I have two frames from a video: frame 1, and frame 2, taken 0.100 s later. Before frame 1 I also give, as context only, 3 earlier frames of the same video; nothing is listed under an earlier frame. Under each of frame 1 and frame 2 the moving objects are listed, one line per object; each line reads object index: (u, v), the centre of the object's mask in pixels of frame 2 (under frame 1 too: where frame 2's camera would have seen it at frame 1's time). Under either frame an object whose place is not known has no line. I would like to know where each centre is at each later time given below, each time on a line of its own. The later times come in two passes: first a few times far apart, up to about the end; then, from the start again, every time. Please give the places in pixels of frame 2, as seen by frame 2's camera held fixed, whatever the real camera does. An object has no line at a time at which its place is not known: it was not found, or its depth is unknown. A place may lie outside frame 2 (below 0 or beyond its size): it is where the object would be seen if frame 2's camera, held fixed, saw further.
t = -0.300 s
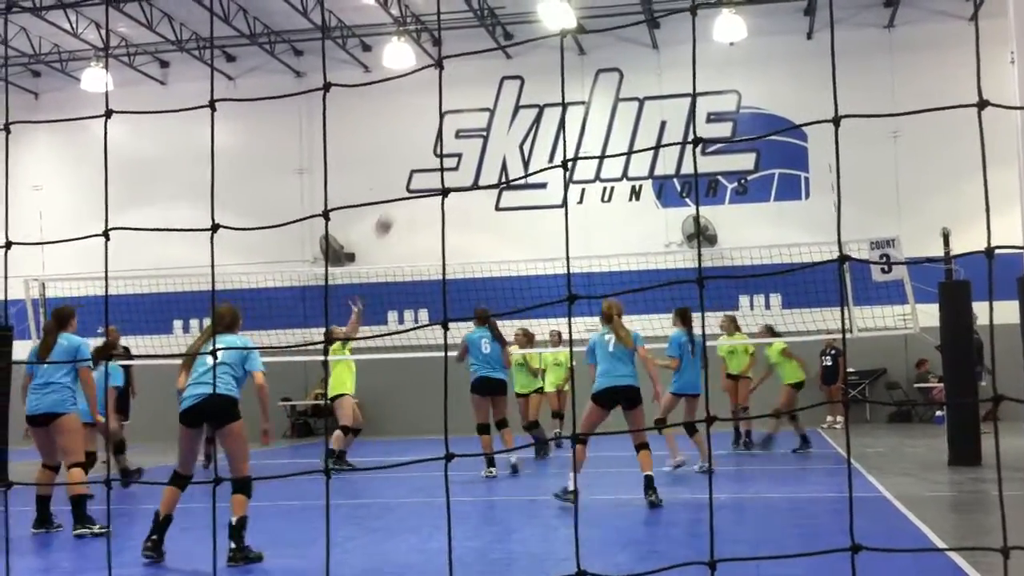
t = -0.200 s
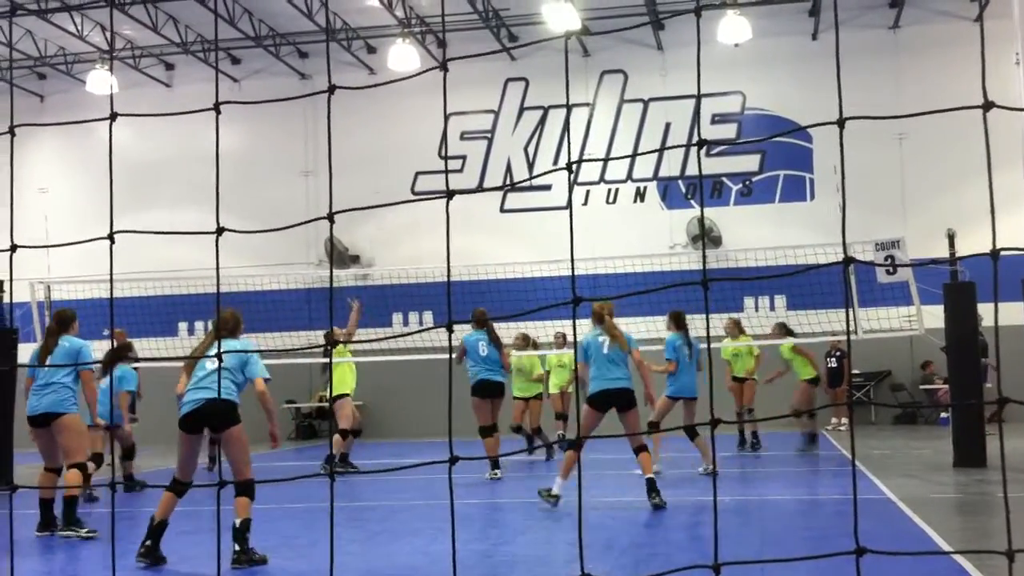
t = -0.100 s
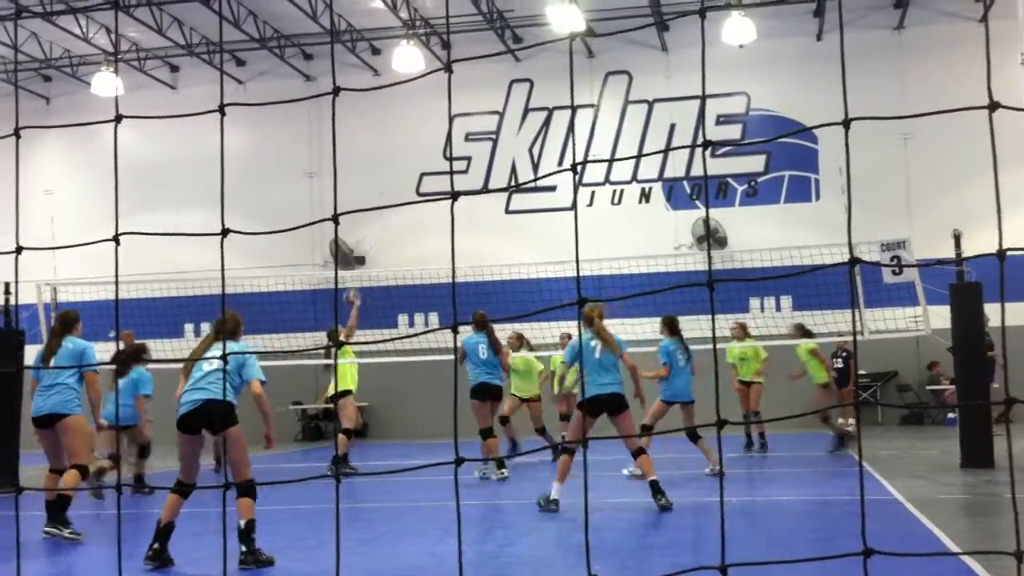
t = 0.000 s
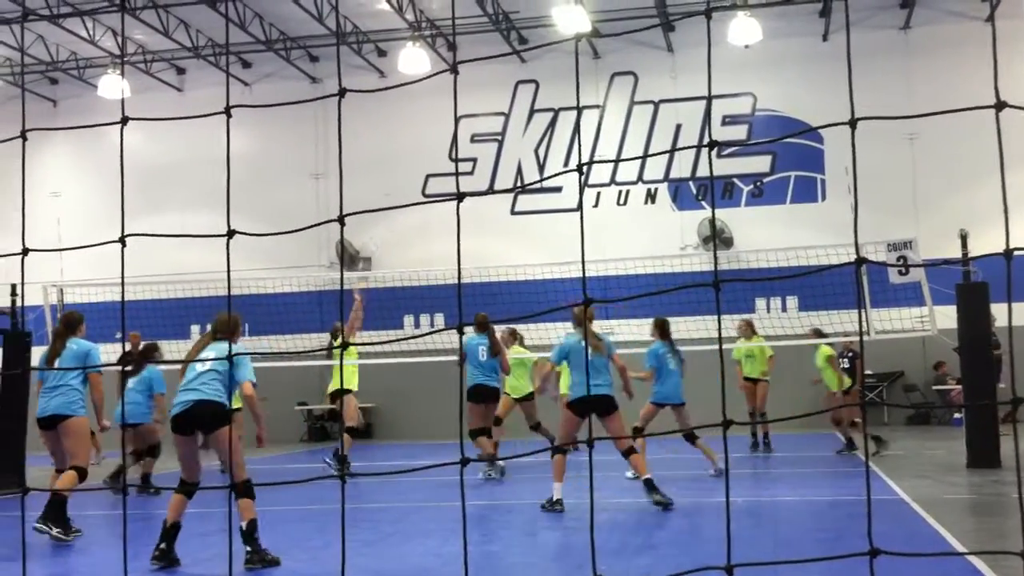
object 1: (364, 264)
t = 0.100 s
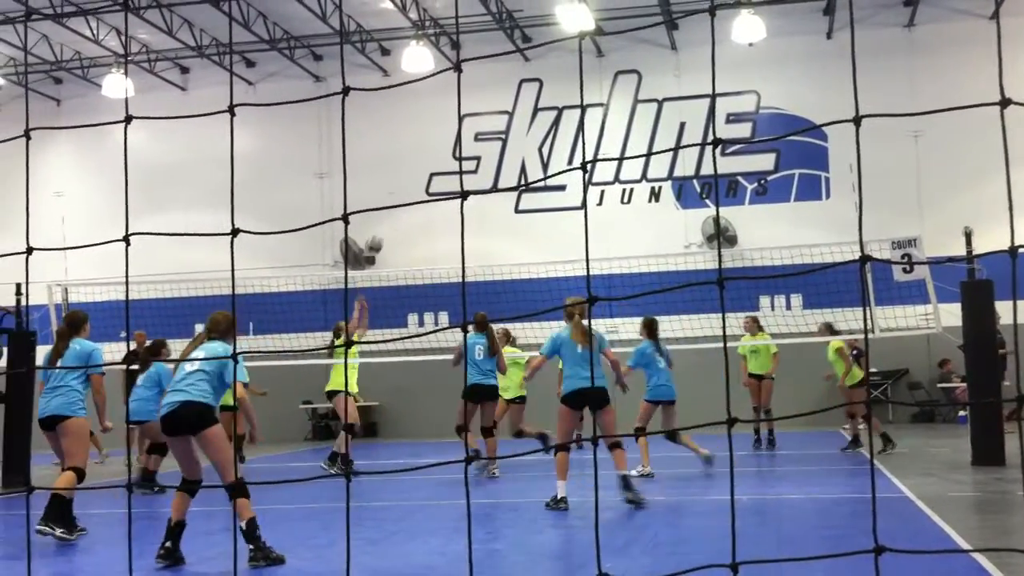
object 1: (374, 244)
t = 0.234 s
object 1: (383, 227)
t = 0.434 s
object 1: (397, 227)
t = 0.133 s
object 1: (376, 238)
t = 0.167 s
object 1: (378, 234)
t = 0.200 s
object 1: (381, 229)
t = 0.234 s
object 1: (383, 227)
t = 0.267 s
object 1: (385, 225)
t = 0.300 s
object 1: (387, 223)
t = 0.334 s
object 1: (390, 223)
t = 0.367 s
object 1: (392, 223)
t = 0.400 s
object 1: (395, 224)
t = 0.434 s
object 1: (397, 227)
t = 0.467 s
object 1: (400, 230)
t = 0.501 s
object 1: (402, 234)
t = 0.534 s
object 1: (405, 239)
